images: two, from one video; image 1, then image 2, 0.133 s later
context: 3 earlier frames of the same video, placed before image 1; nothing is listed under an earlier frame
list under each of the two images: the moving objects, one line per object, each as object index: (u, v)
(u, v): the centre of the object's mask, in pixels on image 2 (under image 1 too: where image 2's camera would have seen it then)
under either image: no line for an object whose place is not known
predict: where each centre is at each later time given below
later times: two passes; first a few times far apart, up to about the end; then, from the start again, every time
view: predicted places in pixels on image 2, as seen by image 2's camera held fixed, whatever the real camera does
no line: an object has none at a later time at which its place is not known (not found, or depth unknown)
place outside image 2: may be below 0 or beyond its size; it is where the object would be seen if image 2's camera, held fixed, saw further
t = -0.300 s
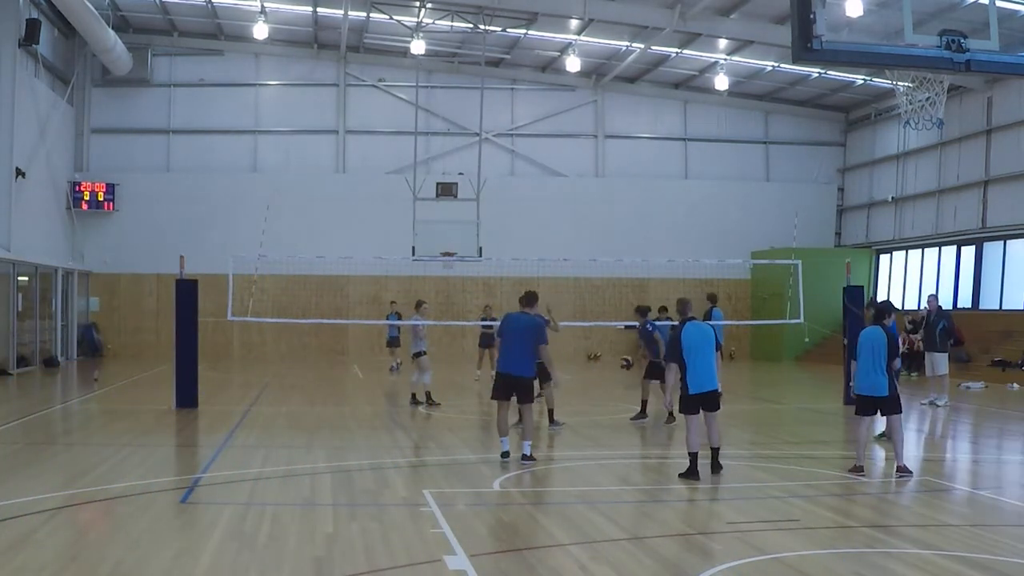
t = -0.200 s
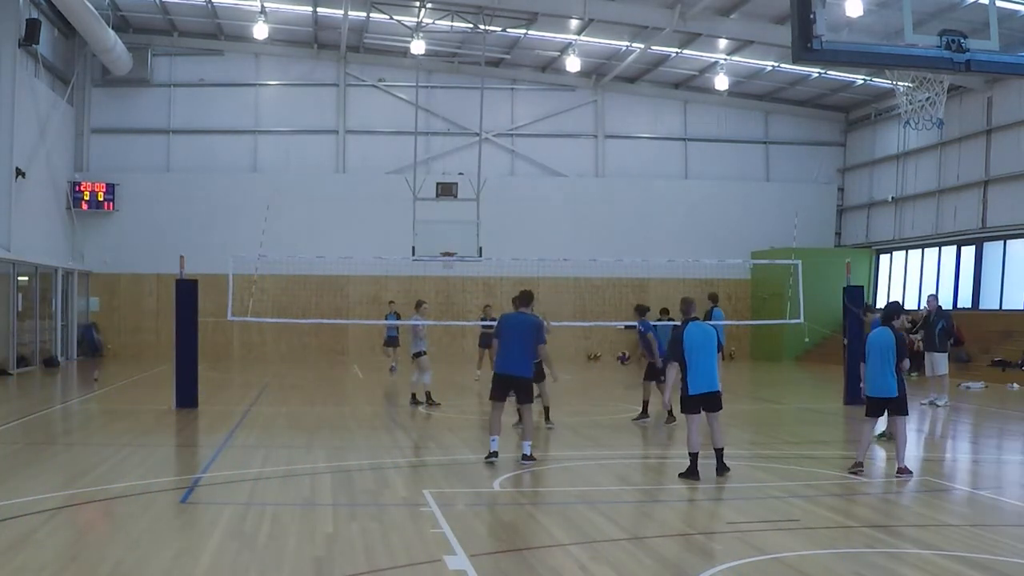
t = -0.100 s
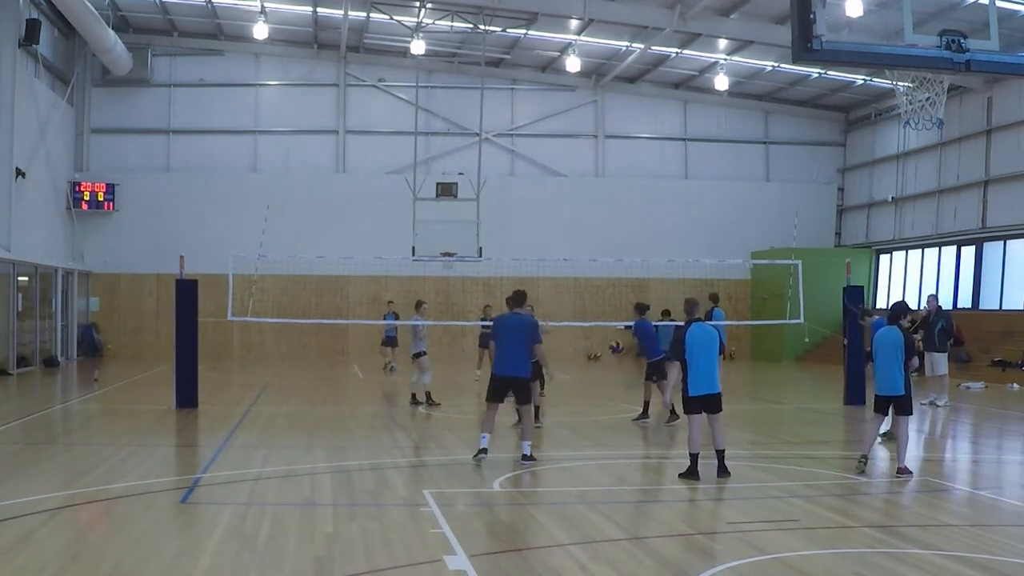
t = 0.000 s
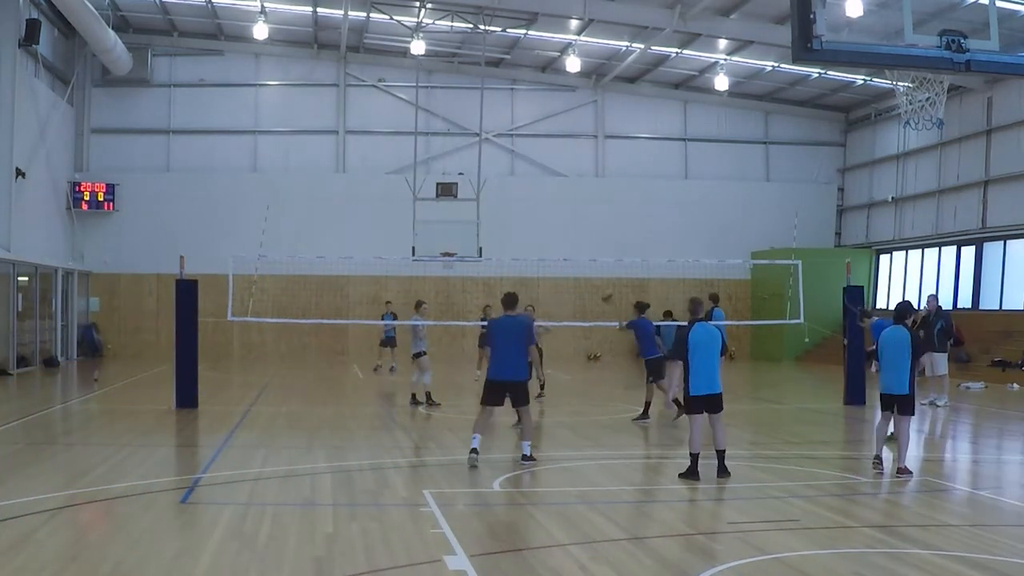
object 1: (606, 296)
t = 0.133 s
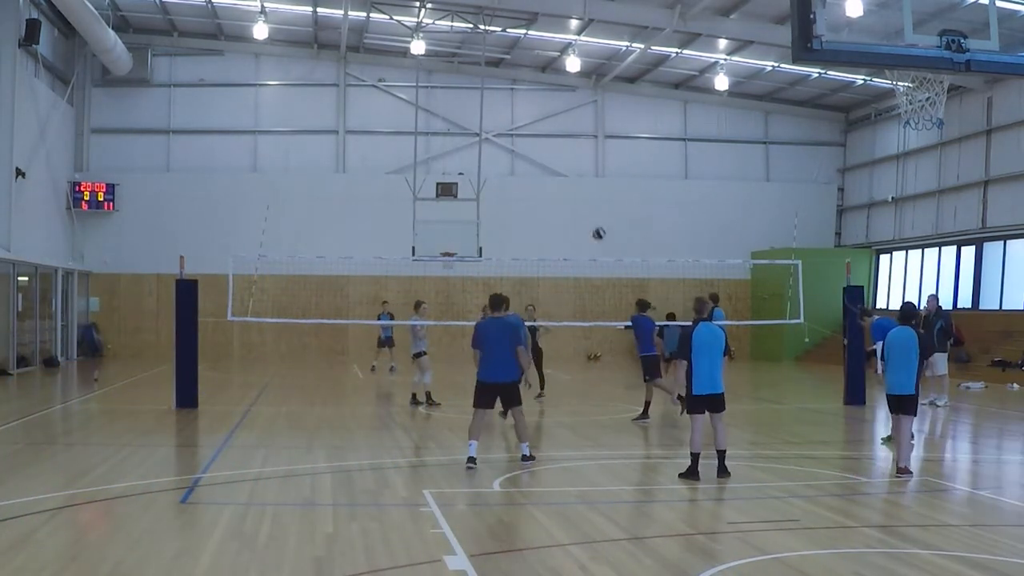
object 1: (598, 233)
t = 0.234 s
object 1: (592, 198)
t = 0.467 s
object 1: (581, 147)
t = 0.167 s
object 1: (596, 220)
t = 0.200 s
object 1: (594, 209)
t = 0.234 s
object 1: (592, 198)
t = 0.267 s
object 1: (590, 188)
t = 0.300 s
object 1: (588, 179)
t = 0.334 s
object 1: (586, 170)
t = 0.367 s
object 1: (585, 164)
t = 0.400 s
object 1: (584, 157)
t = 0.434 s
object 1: (582, 152)
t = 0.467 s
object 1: (581, 147)
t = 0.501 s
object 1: (579, 143)
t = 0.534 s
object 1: (578, 140)
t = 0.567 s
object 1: (576, 138)
